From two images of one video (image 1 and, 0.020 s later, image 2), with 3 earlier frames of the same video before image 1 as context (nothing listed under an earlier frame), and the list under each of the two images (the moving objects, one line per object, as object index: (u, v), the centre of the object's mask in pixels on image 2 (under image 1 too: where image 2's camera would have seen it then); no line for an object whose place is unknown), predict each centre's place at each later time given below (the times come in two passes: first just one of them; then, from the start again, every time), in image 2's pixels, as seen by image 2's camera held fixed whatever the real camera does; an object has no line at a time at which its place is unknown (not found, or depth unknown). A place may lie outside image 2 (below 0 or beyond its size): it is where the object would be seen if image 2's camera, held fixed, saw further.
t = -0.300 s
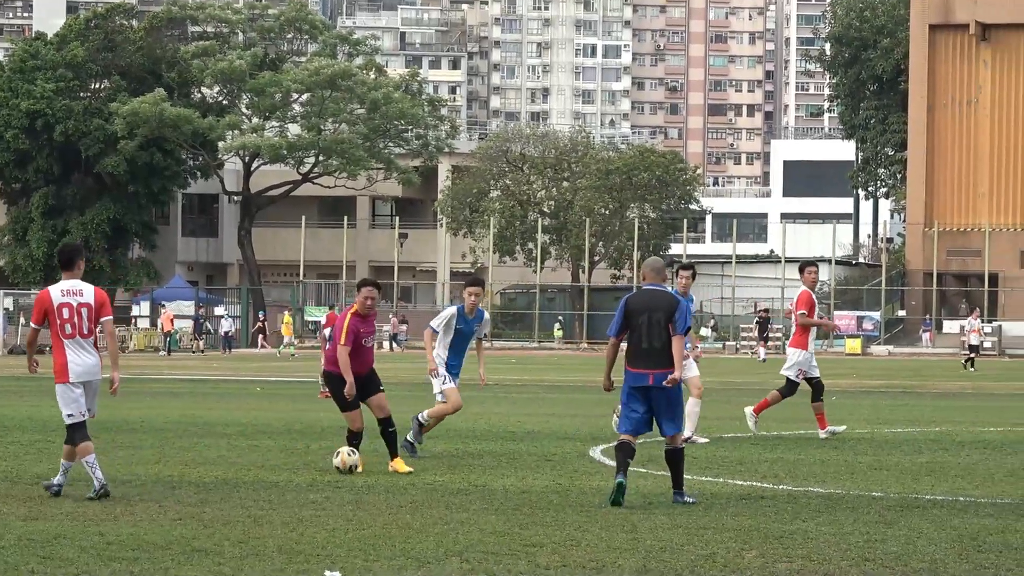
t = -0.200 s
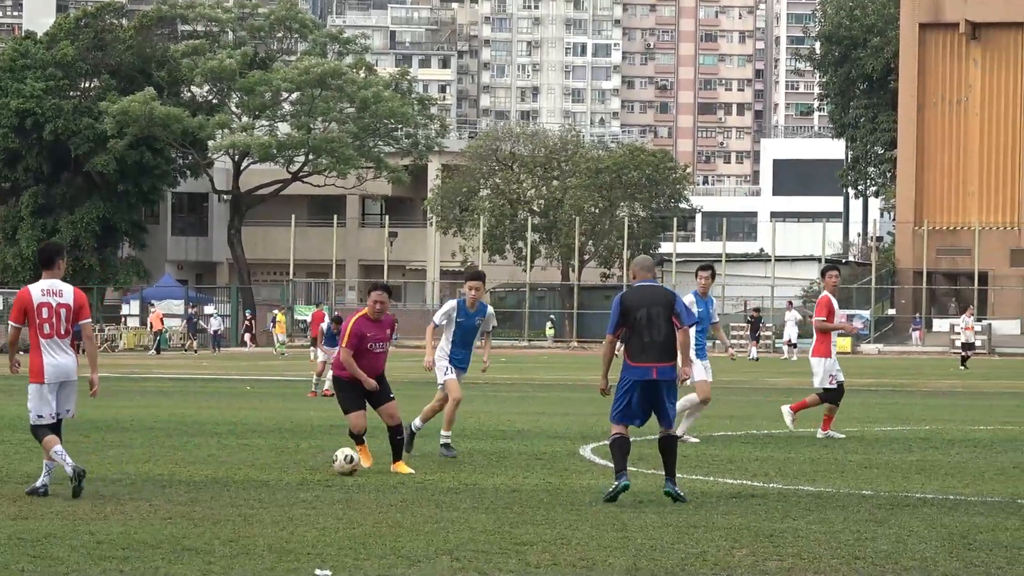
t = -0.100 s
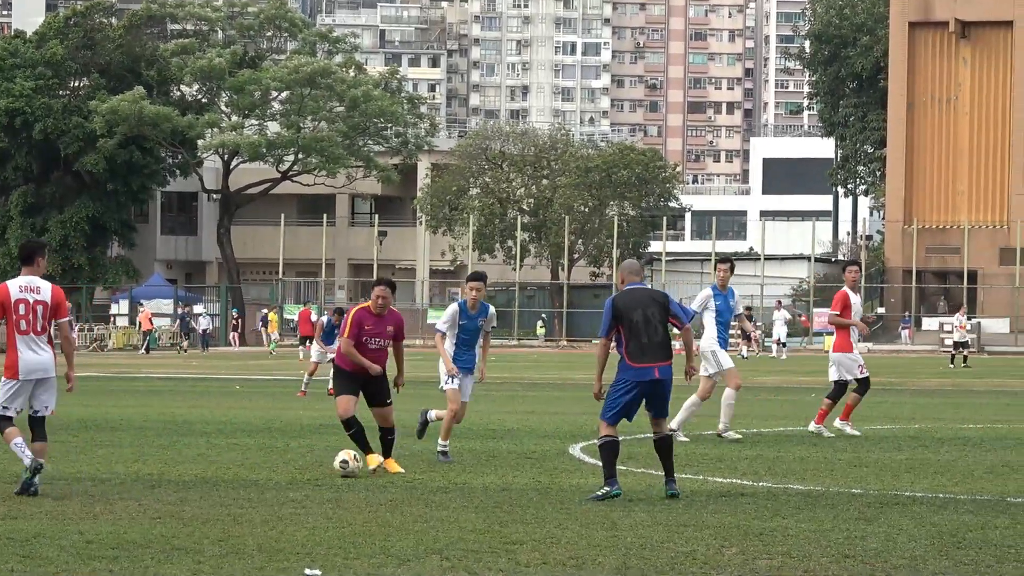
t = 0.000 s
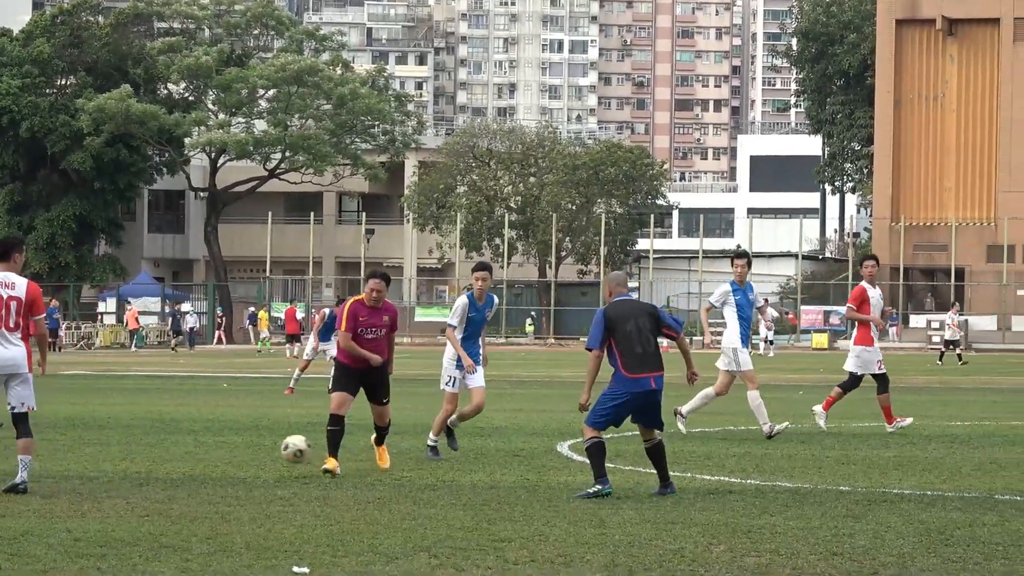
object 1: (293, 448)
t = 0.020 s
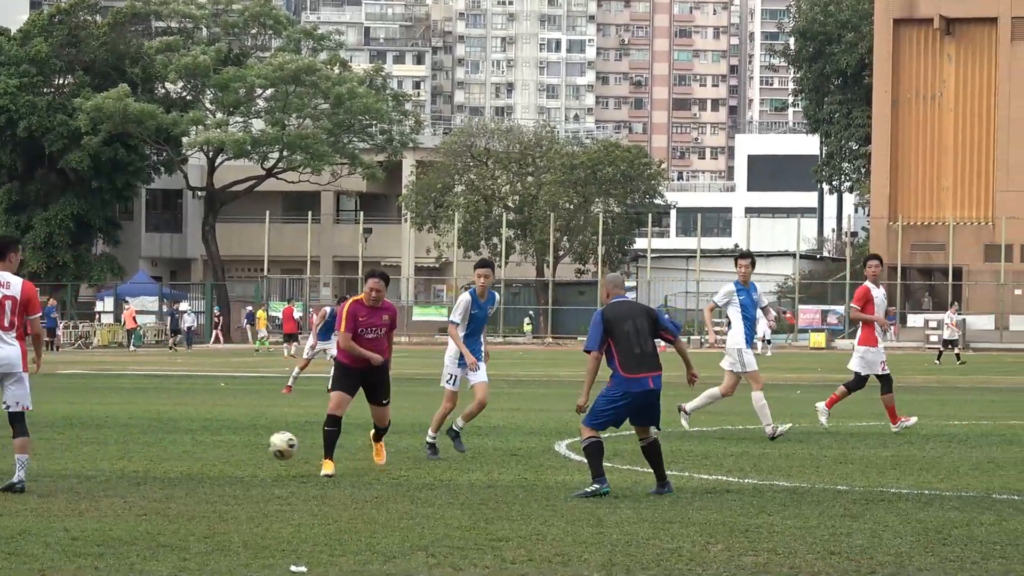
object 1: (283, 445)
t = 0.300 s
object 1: (126, 464)
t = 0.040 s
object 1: (272, 443)
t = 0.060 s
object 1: (261, 442)
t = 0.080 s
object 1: (250, 441)
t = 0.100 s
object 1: (239, 440)
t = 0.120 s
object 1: (228, 440)
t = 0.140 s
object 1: (217, 440)
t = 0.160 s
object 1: (206, 441)
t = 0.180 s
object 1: (194, 443)
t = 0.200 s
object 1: (183, 445)
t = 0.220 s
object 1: (172, 447)
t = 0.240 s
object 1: (160, 451)
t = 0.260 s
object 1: (149, 454)
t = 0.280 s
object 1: (137, 459)
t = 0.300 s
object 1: (126, 464)
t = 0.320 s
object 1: (116, 466)
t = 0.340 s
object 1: (110, 463)
